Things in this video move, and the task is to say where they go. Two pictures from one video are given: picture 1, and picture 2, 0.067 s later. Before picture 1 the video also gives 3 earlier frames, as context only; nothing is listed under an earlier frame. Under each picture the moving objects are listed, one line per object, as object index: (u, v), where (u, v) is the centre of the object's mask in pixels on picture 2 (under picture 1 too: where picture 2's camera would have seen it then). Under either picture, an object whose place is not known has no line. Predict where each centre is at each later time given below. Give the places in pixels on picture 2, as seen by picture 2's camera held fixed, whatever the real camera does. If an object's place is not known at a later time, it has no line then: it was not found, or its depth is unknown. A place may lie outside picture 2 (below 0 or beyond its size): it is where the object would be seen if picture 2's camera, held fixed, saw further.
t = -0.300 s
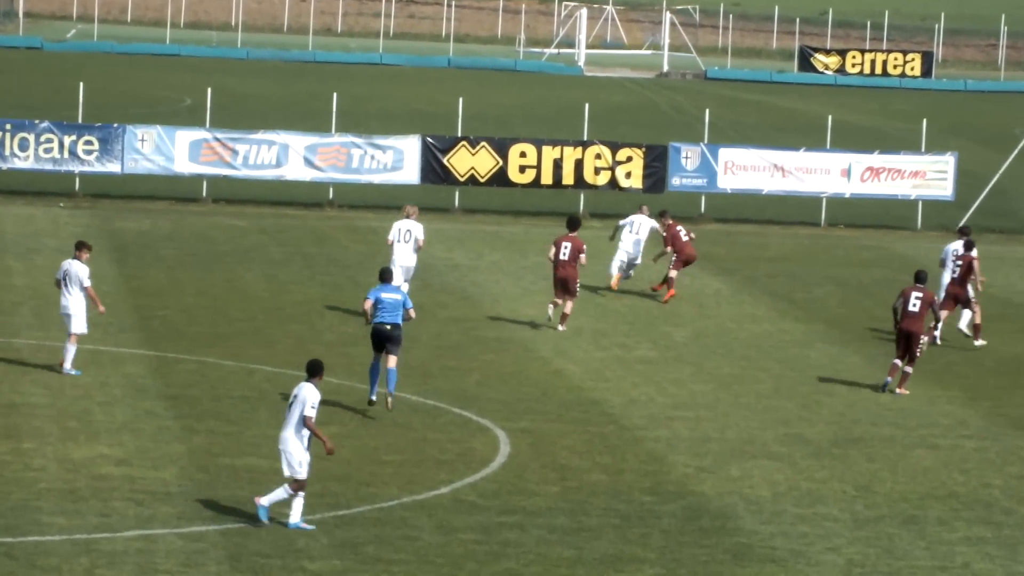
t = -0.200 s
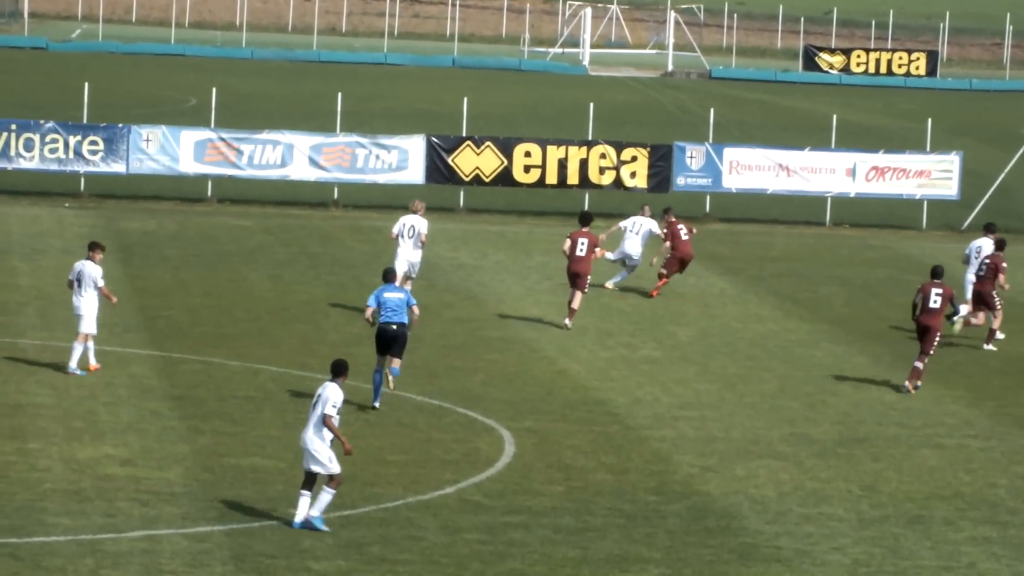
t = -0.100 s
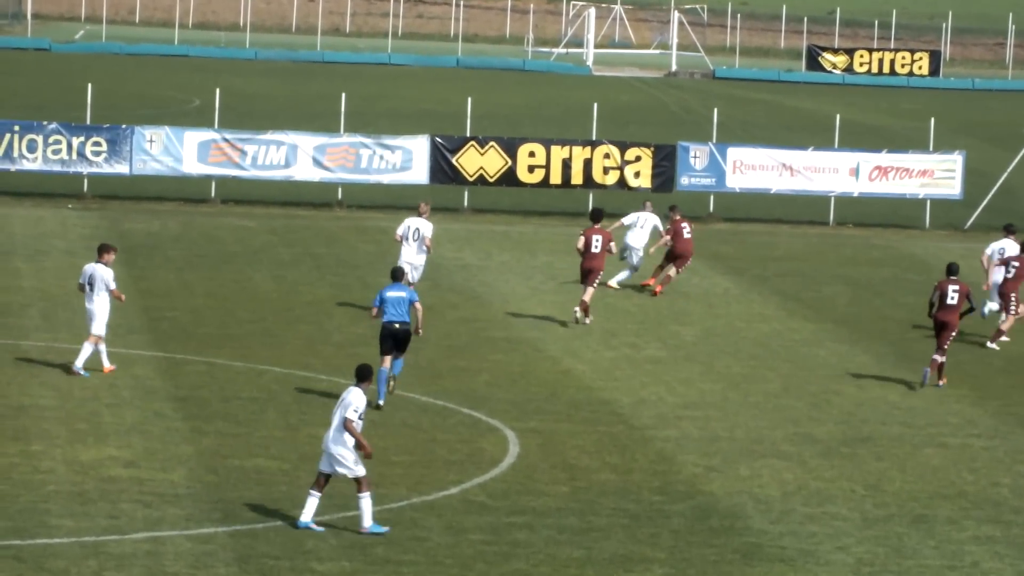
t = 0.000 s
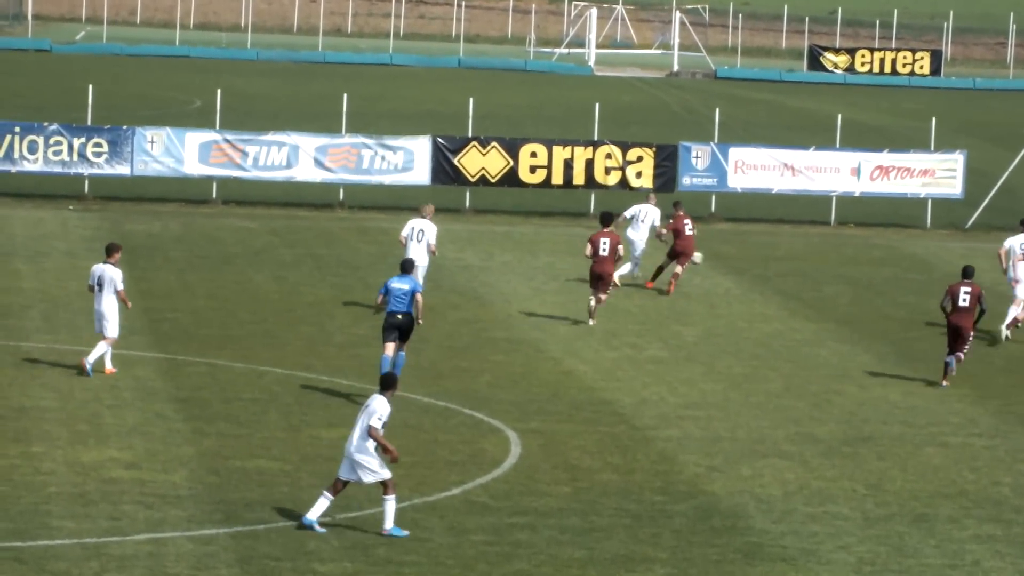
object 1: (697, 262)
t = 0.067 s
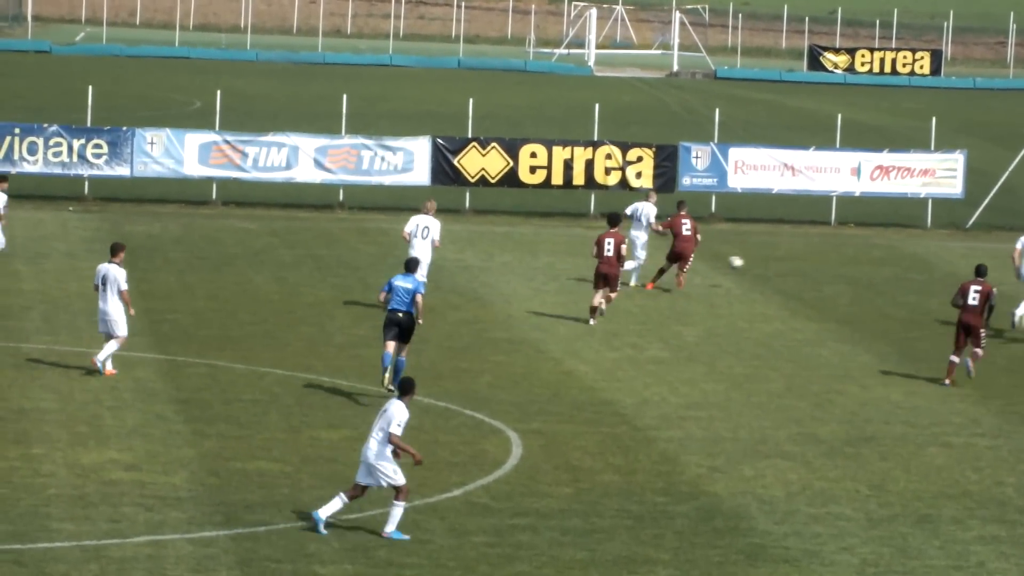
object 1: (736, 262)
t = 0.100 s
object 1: (755, 265)
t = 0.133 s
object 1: (775, 270)
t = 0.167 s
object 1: (795, 277)
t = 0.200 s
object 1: (814, 282)
